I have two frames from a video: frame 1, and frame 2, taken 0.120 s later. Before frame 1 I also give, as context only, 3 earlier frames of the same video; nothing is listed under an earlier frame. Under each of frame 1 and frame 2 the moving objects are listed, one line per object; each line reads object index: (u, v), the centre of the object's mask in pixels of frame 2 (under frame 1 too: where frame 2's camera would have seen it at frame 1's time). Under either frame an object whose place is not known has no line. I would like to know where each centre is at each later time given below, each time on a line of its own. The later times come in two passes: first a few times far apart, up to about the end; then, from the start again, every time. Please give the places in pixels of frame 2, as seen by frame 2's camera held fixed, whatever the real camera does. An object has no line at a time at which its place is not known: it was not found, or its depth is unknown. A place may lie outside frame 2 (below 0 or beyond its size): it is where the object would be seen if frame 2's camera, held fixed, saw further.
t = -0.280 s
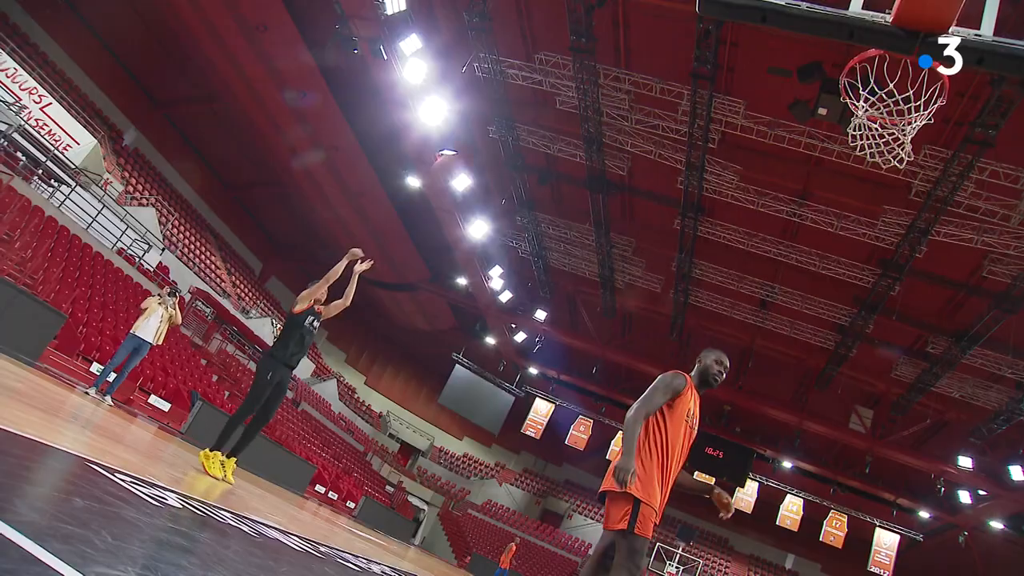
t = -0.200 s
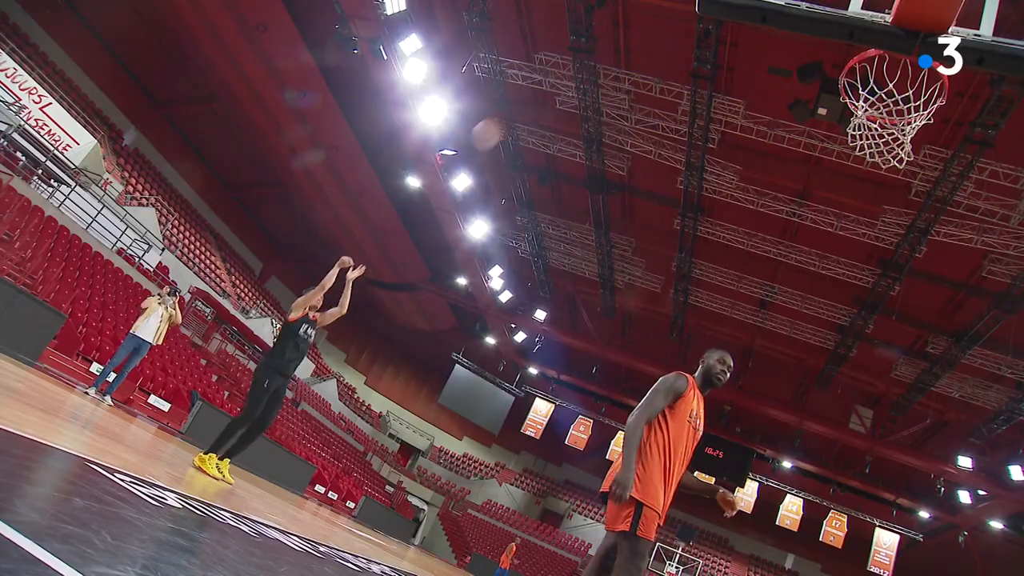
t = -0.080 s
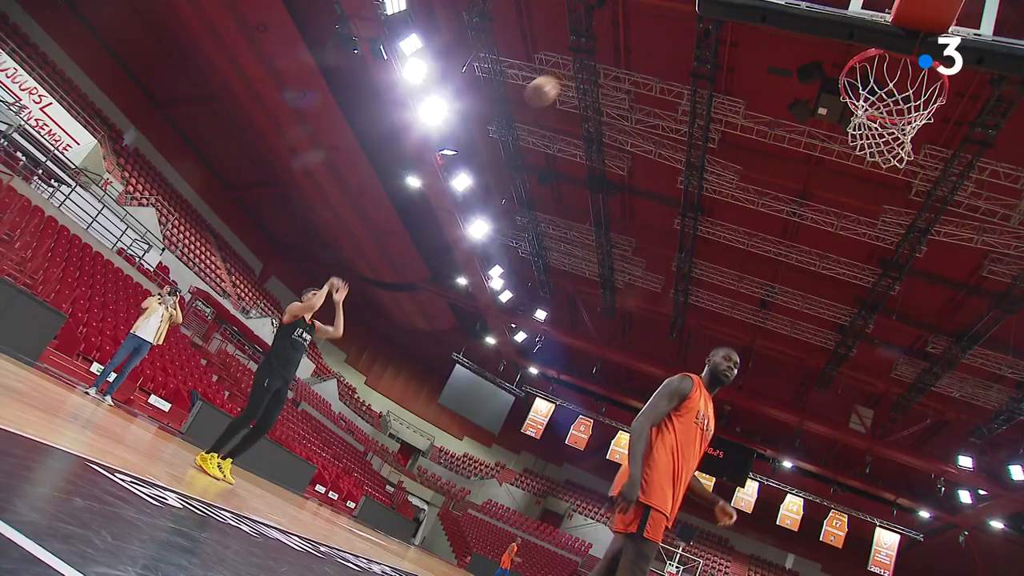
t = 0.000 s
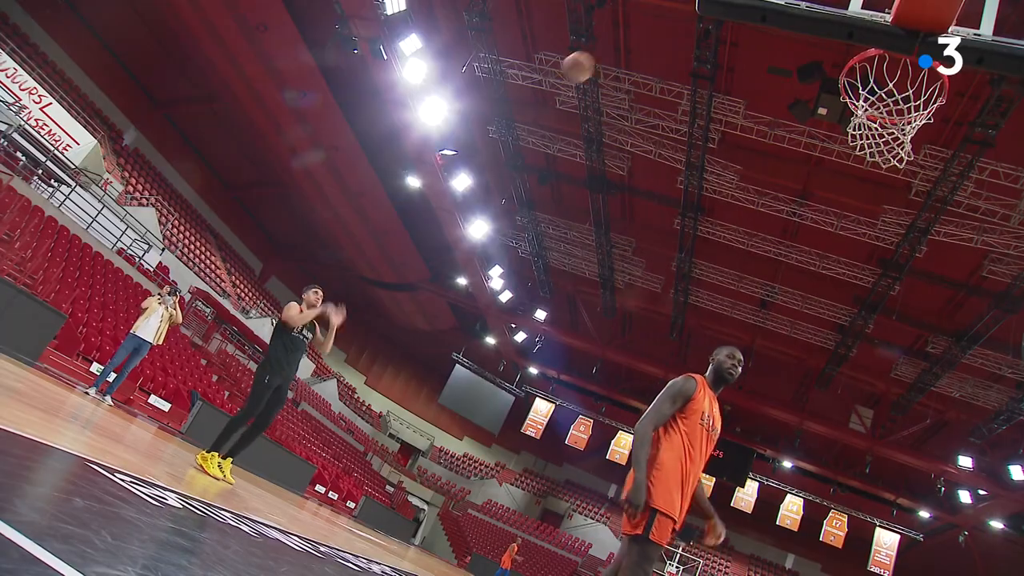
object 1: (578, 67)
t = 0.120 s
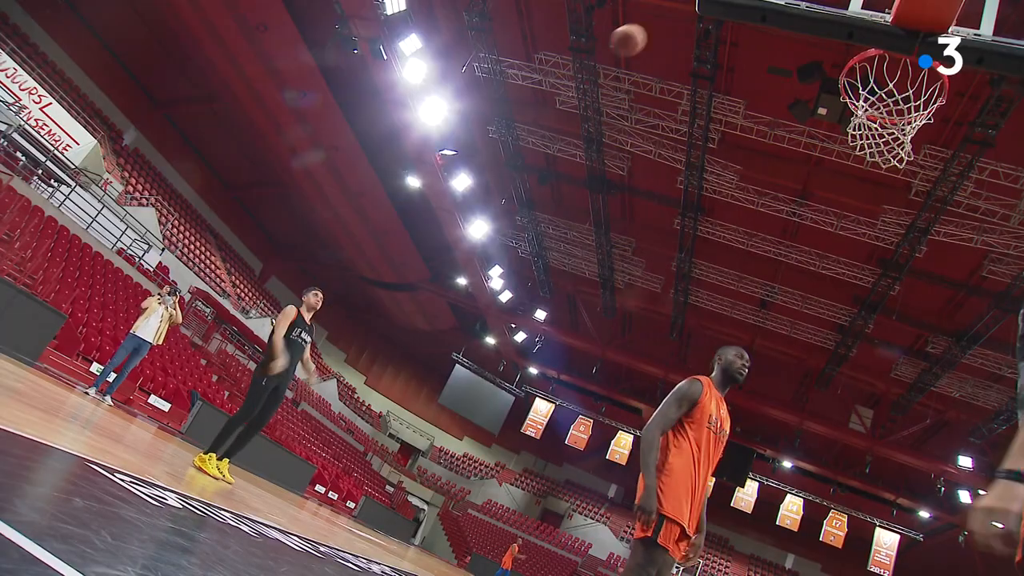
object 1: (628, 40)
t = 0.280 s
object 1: (693, 21)
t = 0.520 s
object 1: (805, 41)
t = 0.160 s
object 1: (645, 33)
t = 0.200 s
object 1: (662, 27)
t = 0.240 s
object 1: (679, 22)
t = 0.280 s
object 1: (693, 21)
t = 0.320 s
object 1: (710, 24)
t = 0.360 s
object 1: (727, 26)
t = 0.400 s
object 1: (745, 28)
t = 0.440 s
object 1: (763, 32)
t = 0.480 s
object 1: (783, 36)
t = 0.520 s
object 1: (805, 41)
